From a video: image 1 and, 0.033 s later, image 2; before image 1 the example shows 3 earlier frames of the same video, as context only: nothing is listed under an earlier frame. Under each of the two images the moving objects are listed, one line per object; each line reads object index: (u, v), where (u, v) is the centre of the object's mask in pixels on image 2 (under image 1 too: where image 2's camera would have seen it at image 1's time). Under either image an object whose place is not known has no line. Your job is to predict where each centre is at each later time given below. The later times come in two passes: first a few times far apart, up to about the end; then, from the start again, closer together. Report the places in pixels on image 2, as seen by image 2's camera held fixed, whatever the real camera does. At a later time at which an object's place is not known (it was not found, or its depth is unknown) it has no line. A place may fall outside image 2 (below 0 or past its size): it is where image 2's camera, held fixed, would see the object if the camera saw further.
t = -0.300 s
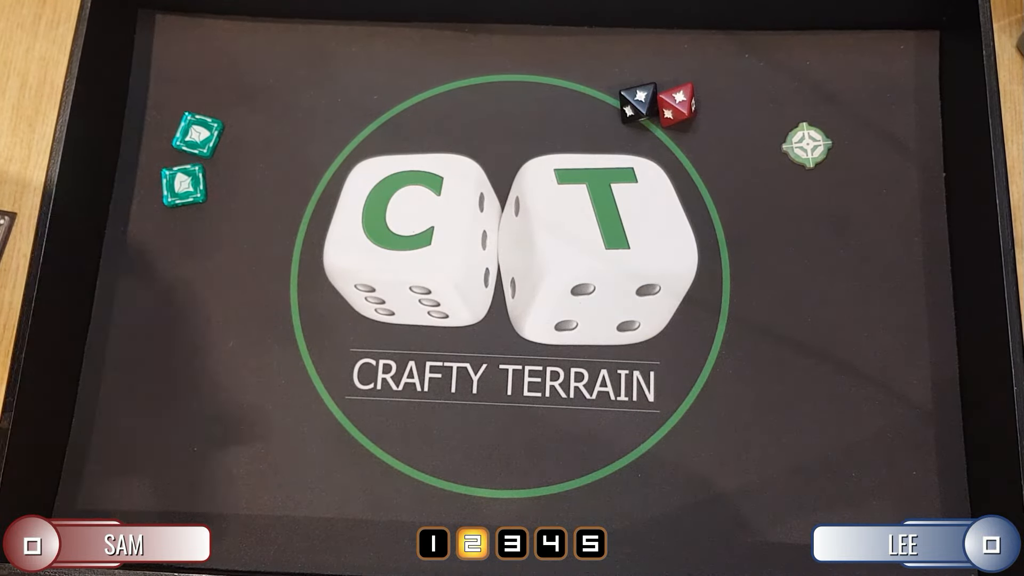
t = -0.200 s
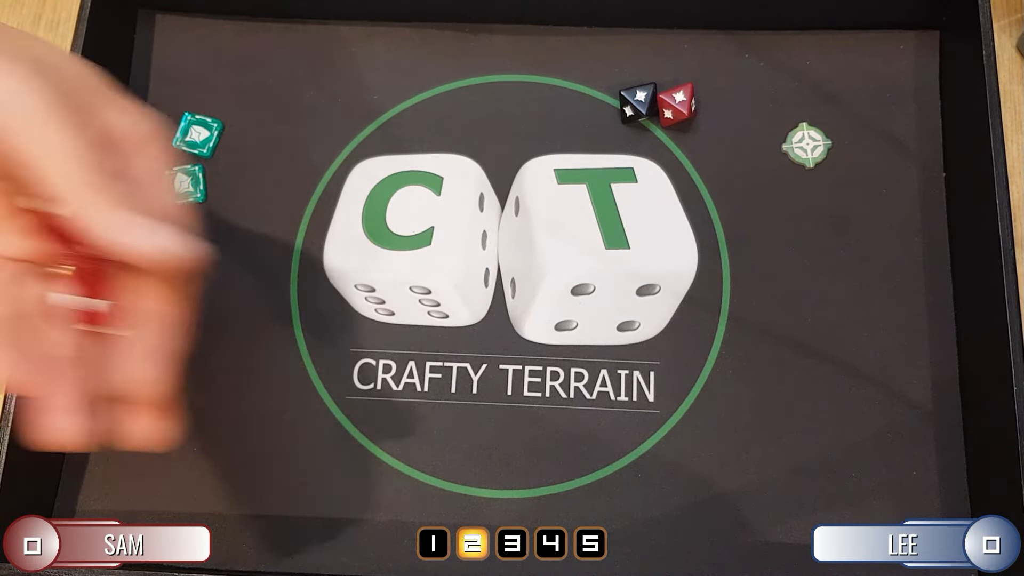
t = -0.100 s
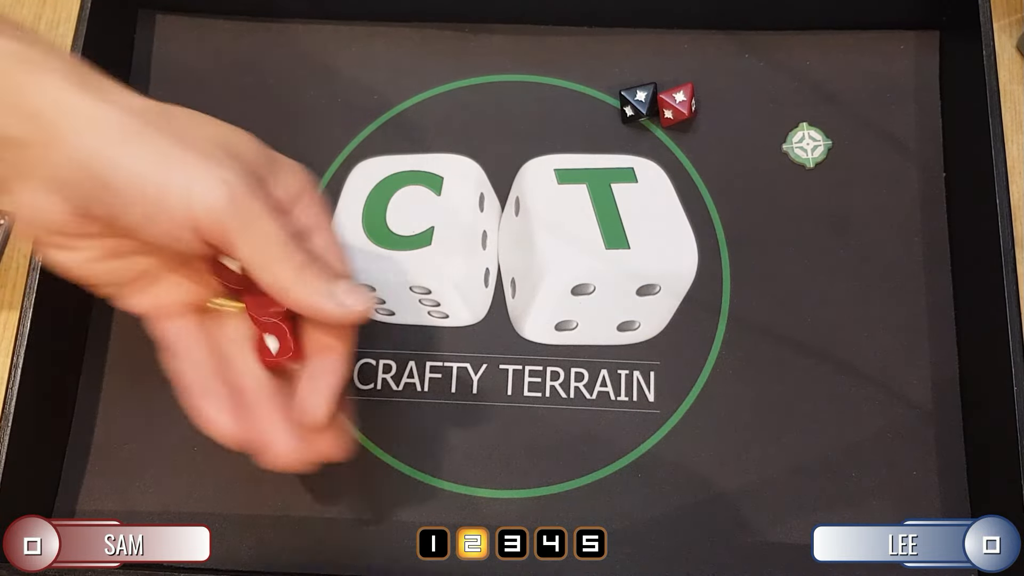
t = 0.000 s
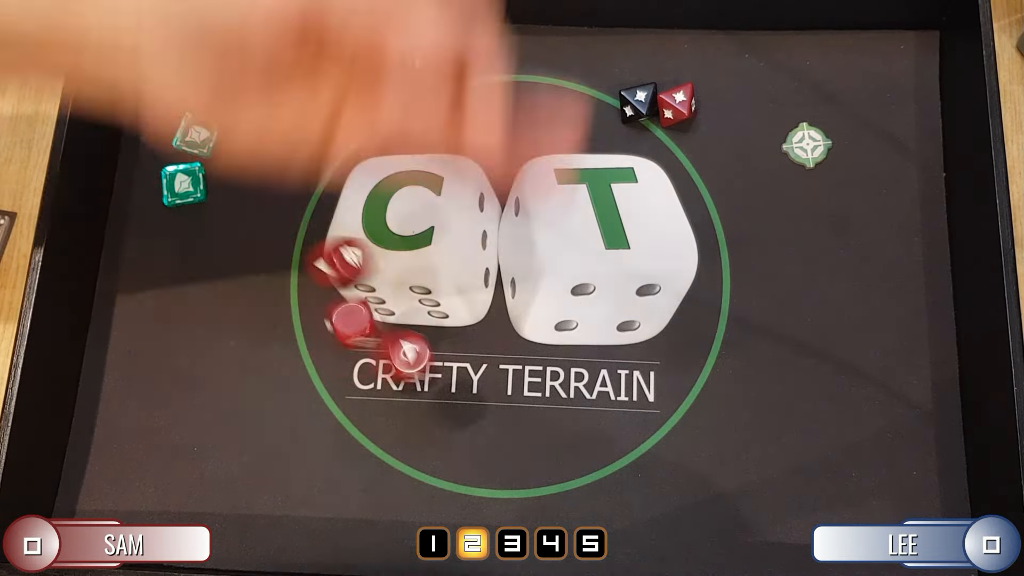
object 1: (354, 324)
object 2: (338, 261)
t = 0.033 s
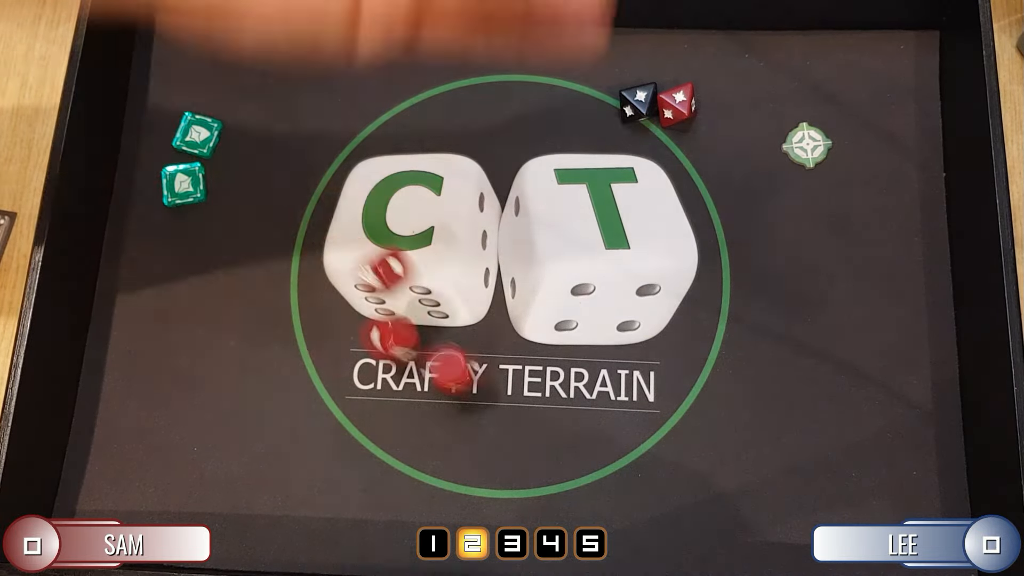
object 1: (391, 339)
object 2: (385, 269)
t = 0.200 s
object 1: (534, 426)
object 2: (413, 298)
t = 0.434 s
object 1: (779, 555)
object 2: (489, 287)
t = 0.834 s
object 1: (950, 485)
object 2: (517, 277)
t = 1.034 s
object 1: (907, 431)
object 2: (517, 277)
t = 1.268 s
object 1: (865, 393)
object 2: (517, 277)
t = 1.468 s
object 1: (865, 393)
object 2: (517, 277)
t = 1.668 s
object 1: (865, 393)
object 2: (517, 277)
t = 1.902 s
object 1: (865, 392)
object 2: (517, 277)
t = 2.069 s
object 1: (865, 392)
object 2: (517, 277)
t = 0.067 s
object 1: (418, 348)
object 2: (424, 282)
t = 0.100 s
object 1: (439, 359)
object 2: (418, 278)
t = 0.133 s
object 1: (475, 375)
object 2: (413, 278)
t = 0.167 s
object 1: (508, 405)
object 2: (412, 285)
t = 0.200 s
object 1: (534, 426)
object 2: (413, 298)
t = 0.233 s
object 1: (568, 447)
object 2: (419, 300)
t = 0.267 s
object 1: (603, 469)
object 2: (427, 294)
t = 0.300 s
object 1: (635, 493)
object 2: (438, 291)
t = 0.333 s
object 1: (670, 511)
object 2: (451, 287)
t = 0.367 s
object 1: (708, 528)
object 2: (463, 285)
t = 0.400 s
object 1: (743, 545)
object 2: (476, 285)
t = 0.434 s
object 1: (779, 555)
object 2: (489, 287)
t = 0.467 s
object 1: (810, 563)
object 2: (499, 292)
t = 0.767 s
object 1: (944, 500)
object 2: (517, 277)
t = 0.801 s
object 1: (946, 495)
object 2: (517, 277)
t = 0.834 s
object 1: (950, 485)
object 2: (517, 277)
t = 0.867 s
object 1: (953, 472)
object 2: (517, 277)
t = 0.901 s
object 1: (942, 462)
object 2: (517, 277)
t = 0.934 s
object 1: (931, 455)
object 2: (517, 277)
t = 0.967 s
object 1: (923, 449)
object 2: (517, 277)
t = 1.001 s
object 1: (915, 440)
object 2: (517, 277)
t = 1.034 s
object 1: (907, 431)
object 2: (517, 277)
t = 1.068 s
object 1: (901, 423)
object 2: (517, 277)
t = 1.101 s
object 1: (893, 413)
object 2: (517, 277)
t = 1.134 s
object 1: (882, 402)
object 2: (517, 277)
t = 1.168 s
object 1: (872, 397)
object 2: (517, 277)
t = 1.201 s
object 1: (866, 394)
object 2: (517, 277)
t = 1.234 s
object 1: (865, 393)
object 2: (517, 277)
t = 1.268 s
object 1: (865, 393)
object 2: (517, 277)
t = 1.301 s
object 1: (865, 393)
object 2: (517, 277)
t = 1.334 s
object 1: (865, 392)
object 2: (517, 277)
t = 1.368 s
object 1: (865, 392)
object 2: (517, 277)
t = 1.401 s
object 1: (865, 393)
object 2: (517, 277)
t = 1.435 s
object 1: (865, 393)
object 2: (517, 277)
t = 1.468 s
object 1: (865, 393)
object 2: (517, 277)
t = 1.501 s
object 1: (865, 393)
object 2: (517, 277)
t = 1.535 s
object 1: (865, 393)
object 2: (517, 277)
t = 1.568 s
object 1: (865, 393)
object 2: (517, 277)
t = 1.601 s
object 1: (865, 393)
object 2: (517, 277)
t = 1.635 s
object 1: (865, 393)
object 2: (517, 277)
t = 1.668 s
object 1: (865, 393)
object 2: (517, 277)
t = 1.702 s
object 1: (865, 393)
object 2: (517, 277)
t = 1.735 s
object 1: (865, 392)
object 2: (517, 277)
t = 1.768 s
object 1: (865, 393)
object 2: (517, 277)
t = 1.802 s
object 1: (865, 392)
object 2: (517, 277)
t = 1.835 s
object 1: (865, 392)
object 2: (517, 277)
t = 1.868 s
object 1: (865, 393)
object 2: (517, 277)
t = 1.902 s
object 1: (865, 392)
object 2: (517, 277)
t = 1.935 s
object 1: (865, 392)
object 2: (517, 277)
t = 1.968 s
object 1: (865, 392)
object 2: (517, 277)
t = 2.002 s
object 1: (865, 393)
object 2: (517, 277)
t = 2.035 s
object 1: (865, 393)
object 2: (517, 277)
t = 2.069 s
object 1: (865, 392)
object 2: (517, 277)
